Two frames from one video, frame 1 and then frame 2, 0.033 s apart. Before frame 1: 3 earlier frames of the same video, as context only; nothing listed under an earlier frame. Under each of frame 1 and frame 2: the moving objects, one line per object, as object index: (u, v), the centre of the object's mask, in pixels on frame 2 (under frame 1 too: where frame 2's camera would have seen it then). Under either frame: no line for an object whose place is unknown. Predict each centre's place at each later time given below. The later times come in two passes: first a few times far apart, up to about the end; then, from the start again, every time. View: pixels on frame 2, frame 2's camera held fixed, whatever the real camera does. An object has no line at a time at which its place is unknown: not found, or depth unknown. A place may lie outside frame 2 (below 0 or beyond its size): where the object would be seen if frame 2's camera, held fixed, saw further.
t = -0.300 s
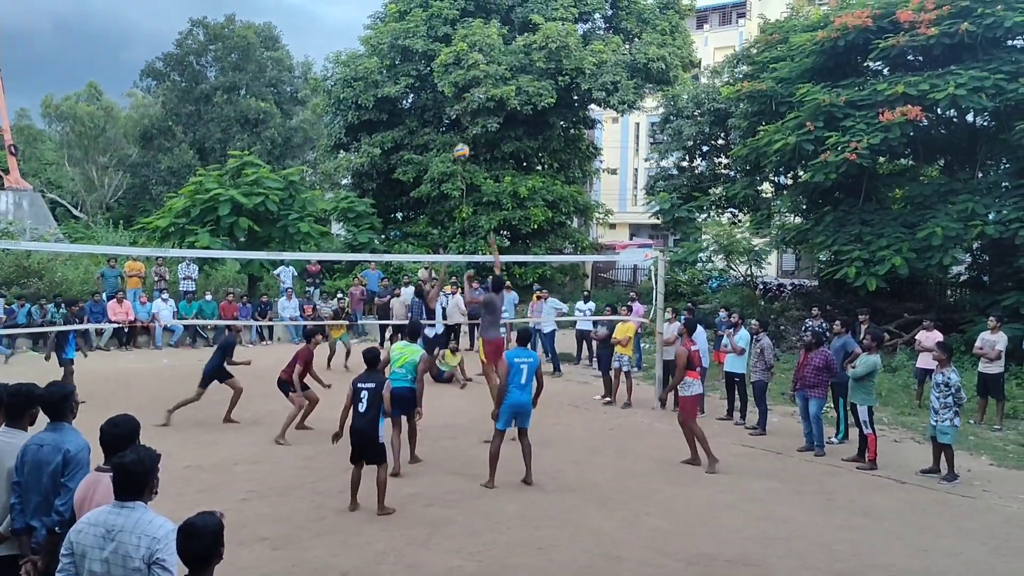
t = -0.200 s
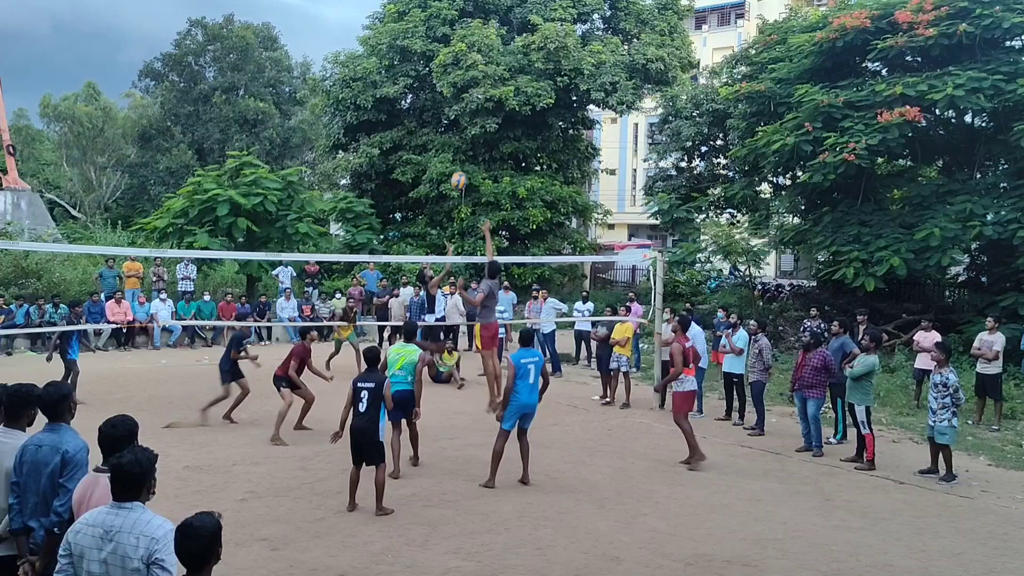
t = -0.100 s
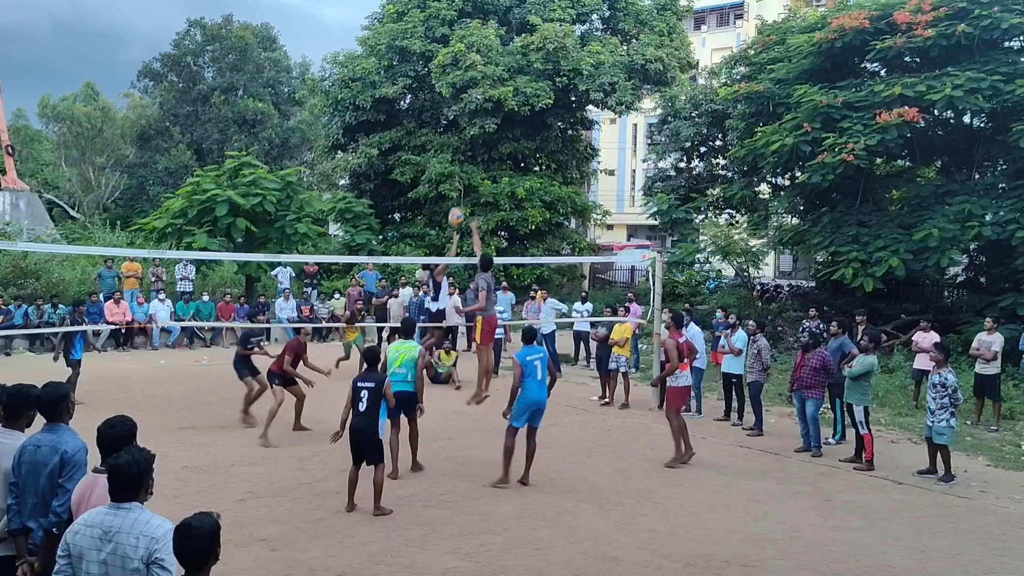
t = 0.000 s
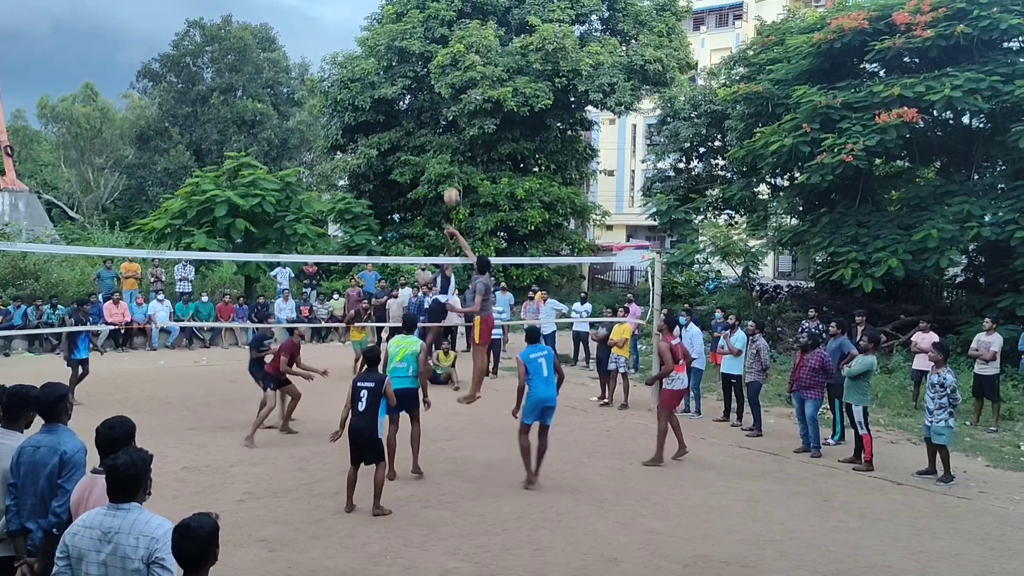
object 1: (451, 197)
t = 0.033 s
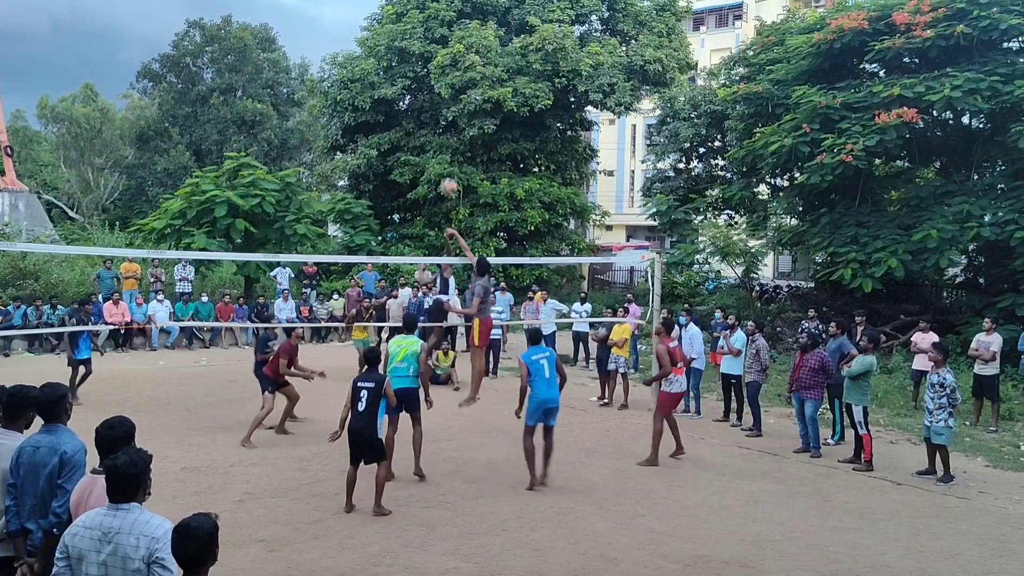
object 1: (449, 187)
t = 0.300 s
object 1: (423, 130)
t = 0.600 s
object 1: (387, 124)
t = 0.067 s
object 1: (446, 178)
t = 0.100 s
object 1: (443, 170)
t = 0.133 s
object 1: (439, 161)
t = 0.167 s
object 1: (436, 153)
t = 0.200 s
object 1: (434, 147)
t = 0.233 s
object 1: (430, 140)
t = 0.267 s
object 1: (427, 135)
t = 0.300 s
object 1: (423, 130)
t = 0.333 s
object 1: (419, 126)
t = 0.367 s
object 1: (416, 123)
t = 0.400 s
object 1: (412, 120)
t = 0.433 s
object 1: (408, 119)
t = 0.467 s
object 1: (404, 118)
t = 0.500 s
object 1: (400, 118)
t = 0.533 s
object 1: (396, 119)
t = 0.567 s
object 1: (391, 121)
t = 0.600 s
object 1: (387, 124)
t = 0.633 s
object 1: (383, 127)
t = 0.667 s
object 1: (378, 132)
